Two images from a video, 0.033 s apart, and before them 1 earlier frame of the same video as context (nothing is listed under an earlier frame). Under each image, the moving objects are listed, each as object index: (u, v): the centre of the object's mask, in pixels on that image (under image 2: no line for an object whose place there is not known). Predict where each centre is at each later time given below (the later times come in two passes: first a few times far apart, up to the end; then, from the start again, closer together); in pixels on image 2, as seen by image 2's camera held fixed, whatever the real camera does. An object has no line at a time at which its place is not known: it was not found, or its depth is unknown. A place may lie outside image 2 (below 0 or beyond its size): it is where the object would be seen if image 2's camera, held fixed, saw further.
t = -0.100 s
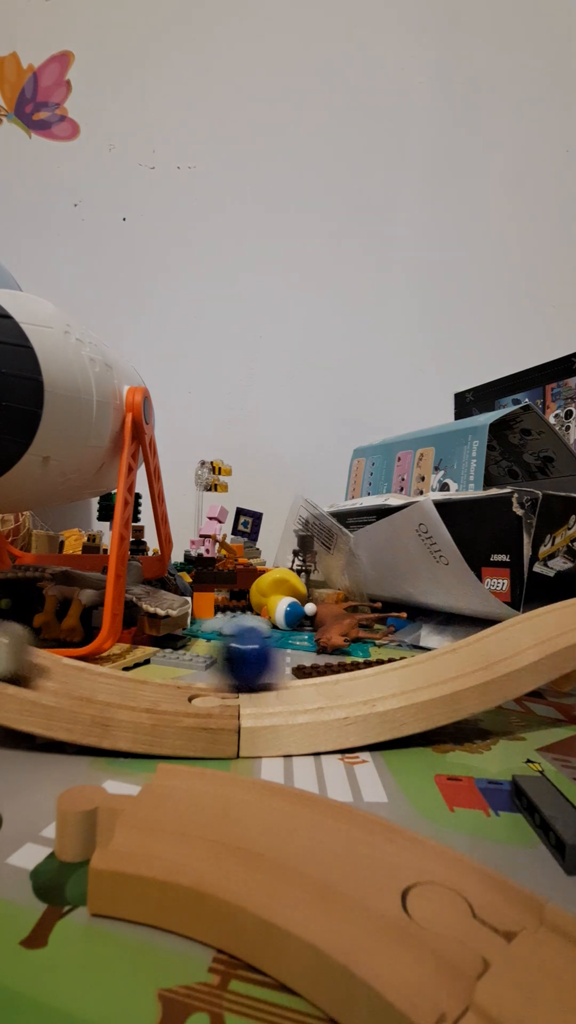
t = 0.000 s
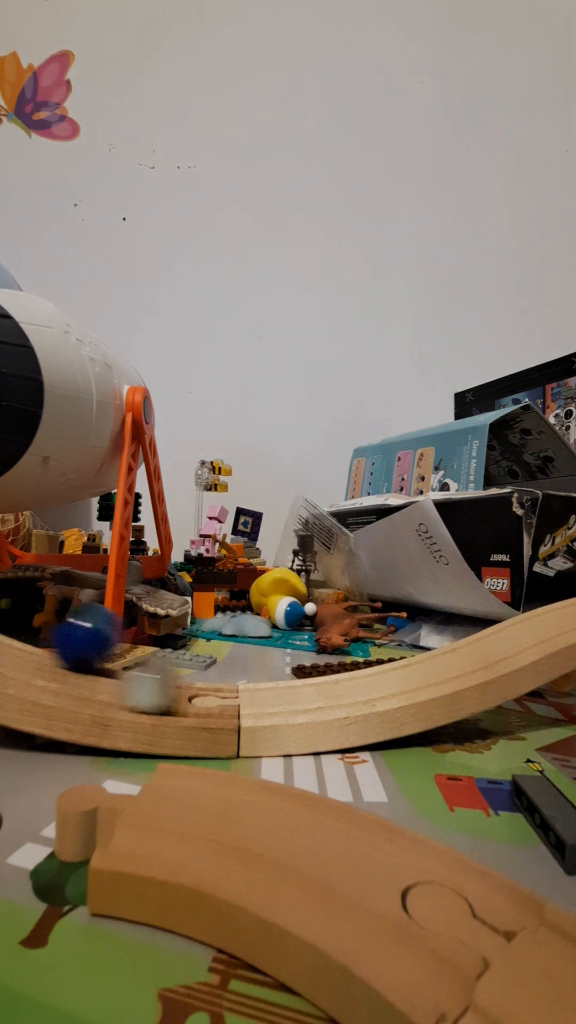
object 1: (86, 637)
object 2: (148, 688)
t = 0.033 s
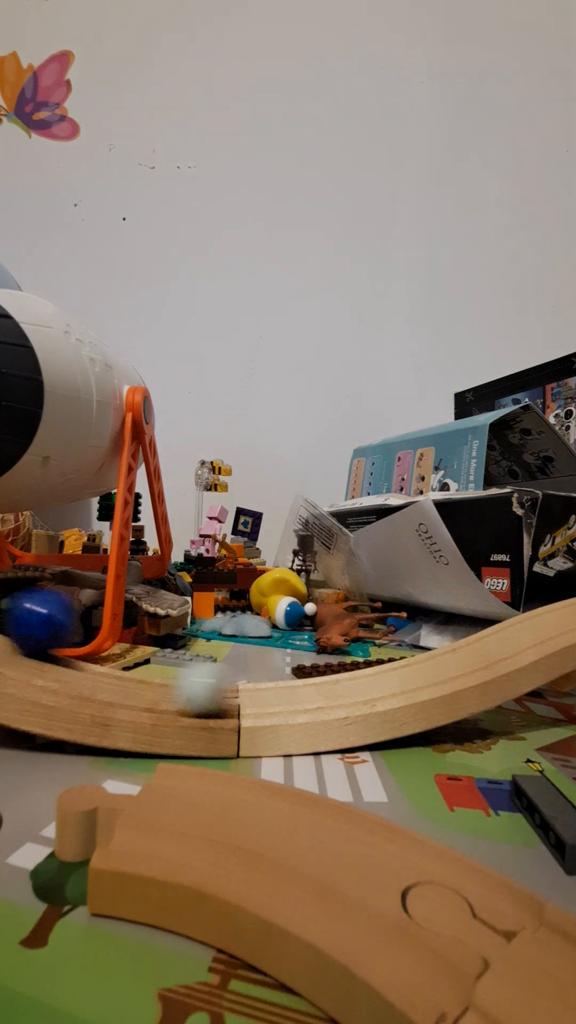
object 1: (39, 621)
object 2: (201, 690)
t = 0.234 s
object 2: (462, 653)
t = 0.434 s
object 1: (115, 643)
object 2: (517, 631)
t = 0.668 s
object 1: (417, 631)
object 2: (288, 689)
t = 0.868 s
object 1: (494, 603)
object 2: (28, 658)
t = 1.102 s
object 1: (320, 655)
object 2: (23, 656)
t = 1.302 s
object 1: (58, 630)
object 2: (243, 689)
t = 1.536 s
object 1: (21, 613)
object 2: (439, 660)
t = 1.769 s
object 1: (249, 659)
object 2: (403, 670)
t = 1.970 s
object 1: (429, 627)
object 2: (200, 690)
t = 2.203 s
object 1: (416, 632)
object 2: (52, 665)
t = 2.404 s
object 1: (213, 658)
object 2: (123, 682)
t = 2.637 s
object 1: (34, 621)
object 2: (317, 686)
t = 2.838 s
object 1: (112, 644)
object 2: (392, 671)
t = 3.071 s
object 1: (336, 650)
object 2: (301, 688)
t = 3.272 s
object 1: (418, 632)
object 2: (160, 687)
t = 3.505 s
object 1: (302, 657)
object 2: (122, 681)
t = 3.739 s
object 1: (106, 641)
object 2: (246, 691)
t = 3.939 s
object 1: (94, 640)
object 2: (331, 684)
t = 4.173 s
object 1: (260, 659)
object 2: (320, 685)
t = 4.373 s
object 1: (374, 644)
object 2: (229, 692)
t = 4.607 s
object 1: (346, 649)
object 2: (165, 687)
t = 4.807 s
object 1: (204, 648)
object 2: (201, 690)
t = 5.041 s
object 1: (115, 645)
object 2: (278, 690)
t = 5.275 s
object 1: (199, 658)
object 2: (296, 688)
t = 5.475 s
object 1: (316, 655)
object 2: (252, 693)
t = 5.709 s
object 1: (346, 649)
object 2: (205, 690)
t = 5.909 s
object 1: (259, 658)
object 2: (221, 691)
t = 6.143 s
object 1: (152, 653)
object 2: (260, 691)
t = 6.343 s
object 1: (168, 655)
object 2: (256, 692)
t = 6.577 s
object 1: (272, 657)
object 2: (227, 692)
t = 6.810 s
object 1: (321, 654)
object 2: (236, 691)
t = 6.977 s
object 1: (299, 656)
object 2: (227, 692)
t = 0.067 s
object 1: (19, 610)
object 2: (259, 694)
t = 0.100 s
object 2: (307, 688)
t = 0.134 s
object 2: (352, 680)
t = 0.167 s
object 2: (398, 671)
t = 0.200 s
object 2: (433, 662)
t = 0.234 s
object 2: (462, 653)
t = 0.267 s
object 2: (487, 644)
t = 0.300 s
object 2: (506, 637)
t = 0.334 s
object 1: (17, 606)
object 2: (519, 631)
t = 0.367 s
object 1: (34, 620)
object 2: (525, 628)
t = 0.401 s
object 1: (73, 635)
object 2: (524, 628)
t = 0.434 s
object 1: (115, 643)
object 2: (517, 631)
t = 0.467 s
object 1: (163, 651)
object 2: (503, 638)
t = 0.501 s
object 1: (211, 656)
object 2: (482, 646)
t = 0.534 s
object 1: (259, 660)
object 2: (455, 656)
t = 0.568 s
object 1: (305, 657)
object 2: (423, 667)
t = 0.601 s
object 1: (343, 646)
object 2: (382, 674)
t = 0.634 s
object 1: (385, 641)
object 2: (337, 683)
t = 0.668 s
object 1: (417, 631)
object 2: (288, 689)
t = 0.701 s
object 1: (445, 623)
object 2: (237, 688)
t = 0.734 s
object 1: (466, 614)
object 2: (185, 690)
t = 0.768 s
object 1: (481, 609)
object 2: (141, 686)
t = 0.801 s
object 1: (490, 605)
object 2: (98, 677)
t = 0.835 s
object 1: (495, 603)
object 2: (58, 665)
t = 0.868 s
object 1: (494, 603)
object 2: (28, 658)
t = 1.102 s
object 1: (320, 655)
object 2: (23, 656)
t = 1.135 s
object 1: (273, 659)
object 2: (47, 664)
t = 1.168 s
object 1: (225, 654)
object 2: (81, 672)
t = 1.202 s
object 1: (178, 652)
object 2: (121, 682)
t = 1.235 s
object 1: (131, 644)
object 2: (156, 688)
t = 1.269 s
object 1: (92, 639)
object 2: (196, 690)
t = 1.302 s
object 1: (58, 630)
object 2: (243, 689)
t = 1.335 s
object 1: (31, 620)
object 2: (279, 689)
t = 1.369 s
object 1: (20, 612)
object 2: (314, 688)
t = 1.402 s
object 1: (15, 606)
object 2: (346, 681)
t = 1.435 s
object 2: (377, 676)
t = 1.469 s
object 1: (12, 601)
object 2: (402, 670)
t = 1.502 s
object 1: (15, 606)
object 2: (423, 666)
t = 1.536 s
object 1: (21, 613)
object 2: (439, 660)
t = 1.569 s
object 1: (32, 620)
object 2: (450, 657)
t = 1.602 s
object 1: (58, 630)
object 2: (456, 655)
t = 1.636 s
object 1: (90, 638)
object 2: (456, 655)
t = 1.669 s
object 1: (126, 647)
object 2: (451, 657)
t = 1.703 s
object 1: (165, 652)
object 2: (439, 661)
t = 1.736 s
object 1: (208, 657)
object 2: (424, 666)
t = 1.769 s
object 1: (249, 659)
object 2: (403, 670)
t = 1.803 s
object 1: (288, 657)
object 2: (378, 675)
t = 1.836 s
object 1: (320, 645)
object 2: (343, 681)
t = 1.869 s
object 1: (356, 647)
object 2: (313, 686)
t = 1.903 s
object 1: (386, 641)
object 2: (276, 690)
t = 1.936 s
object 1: (411, 634)
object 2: (240, 689)
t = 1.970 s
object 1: (429, 627)
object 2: (200, 690)
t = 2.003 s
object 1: (444, 623)
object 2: (171, 688)
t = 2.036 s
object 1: (453, 620)
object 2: (139, 686)
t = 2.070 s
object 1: (456, 618)
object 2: (112, 680)
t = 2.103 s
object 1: (455, 619)
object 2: (89, 674)
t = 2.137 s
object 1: (447, 622)
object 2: (71, 669)
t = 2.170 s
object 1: (434, 627)
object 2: (58, 666)
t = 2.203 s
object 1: (416, 632)
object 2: (52, 665)
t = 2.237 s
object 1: (392, 639)
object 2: (51, 664)
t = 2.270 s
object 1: (363, 646)
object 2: (55, 666)
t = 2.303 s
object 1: (330, 652)
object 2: (66, 668)
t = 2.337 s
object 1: (293, 658)
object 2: (80, 671)
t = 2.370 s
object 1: (254, 659)
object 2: (101, 677)
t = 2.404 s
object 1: (213, 658)
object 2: (123, 682)
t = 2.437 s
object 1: (177, 646)
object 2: (152, 687)
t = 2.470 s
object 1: (137, 648)
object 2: (177, 688)
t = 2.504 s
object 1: (105, 642)
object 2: (209, 691)
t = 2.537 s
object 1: (79, 636)
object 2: (243, 690)
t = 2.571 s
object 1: (57, 629)
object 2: (269, 691)
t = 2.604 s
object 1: (42, 624)
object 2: (294, 689)
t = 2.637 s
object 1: (34, 621)
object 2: (317, 686)
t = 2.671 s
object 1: (33, 620)
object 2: (337, 683)
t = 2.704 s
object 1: (36, 622)
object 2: (356, 679)
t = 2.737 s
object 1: (47, 627)
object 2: (371, 678)
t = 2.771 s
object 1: (65, 632)
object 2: (382, 675)
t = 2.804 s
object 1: (86, 637)
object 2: (390, 672)
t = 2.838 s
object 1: (112, 644)
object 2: (392, 671)
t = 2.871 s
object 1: (141, 650)
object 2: (391, 672)
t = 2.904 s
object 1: (175, 653)
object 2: (386, 674)
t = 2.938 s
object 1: (209, 658)
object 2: (376, 677)
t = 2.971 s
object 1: (244, 659)
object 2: (361, 679)
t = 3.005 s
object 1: (277, 659)
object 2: (343, 682)
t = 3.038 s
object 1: (304, 646)
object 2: (322, 685)
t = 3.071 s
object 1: (336, 650)
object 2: (301, 688)
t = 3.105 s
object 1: (360, 648)
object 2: (276, 690)
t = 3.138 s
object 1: (380, 641)
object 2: (251, 692)
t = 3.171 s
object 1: (397, 638)
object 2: (226, 691)
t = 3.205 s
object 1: (409, 635)
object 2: (200, 690)
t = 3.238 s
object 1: (417, 632)
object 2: (178, 689)
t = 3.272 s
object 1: (418, 632)
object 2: (160, 687)
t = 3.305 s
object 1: (416, 632)
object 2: (142, 686)
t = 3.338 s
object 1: (408, 635)
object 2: (129, 683)
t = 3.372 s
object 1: (395, 639)
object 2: (120, 680)
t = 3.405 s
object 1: (378, 642)
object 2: (114, 679)
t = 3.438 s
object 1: (356, 647)
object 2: (114, 679)
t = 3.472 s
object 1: (330, 653)
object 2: (115, 679)
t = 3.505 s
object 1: (302, 657)
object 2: (122, 681)
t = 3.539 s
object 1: (270, 659)
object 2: (133, 683)
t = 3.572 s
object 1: (236, 657)
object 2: (146, 686)
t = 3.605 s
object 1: (207, 657)
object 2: (161, 687)
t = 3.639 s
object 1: (175, 646)
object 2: (180, 689)
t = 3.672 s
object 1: (147, 650)
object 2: (200, 690)
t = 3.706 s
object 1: (124, 645)
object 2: (223, 691)
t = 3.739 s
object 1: (106, 641)
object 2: (246, 691)
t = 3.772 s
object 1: (90, 639)
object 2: (263, 691)
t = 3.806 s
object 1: (80, 637)
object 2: (280, 690)
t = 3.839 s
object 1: (77, 635)
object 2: (296, 688)
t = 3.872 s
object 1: (77, 635)
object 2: (310, 687)
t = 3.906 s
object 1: (83, 637)
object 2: (322, 685)
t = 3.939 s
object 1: (94, 640)
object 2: (331, 684)
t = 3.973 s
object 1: (110, 643)
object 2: (339, 683)
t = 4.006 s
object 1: (129, 647)
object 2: (342, 682)
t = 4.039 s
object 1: (153, 651)
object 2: (344, 682)
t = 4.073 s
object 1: (179, 656)
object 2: (342, 682)
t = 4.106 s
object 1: (205, 658)
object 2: (338, 683)
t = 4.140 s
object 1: (233, 661)
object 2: (331, 684)
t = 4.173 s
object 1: (260, 659)
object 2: (320, 685)
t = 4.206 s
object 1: (283, 651)
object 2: (308, 687)
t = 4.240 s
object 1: (312, 648)
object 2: (295, 689)
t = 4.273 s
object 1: (331, 653)
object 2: (279, 690)
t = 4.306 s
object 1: (348, 649)
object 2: (262, 693)
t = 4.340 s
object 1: (363, 646)
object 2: (245, 690)
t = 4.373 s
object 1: (374, 644)
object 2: (229, 692)
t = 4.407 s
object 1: (381, 641)
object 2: (214, 691)
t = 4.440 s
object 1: (384, 641)
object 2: (201, 690)
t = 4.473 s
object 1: (384, 641)
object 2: (190, 690)
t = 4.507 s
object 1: (380, 641)
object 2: (180, 690)
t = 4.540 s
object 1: (373, 643)
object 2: (173, 688)
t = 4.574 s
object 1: (361, 646)
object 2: (168, 688)
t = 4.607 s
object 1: (346, 649)
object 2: (165, 687)
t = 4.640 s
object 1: (327, 653)
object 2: (165, 687)
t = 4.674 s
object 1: (305, 655)
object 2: (168, 688)
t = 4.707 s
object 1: (280, 659)
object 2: (172, 688)
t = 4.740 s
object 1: (253, 659)
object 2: (180, 689)
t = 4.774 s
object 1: (229, 657)
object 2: (189, 689)
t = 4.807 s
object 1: (204, 648)
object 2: (201, 690)
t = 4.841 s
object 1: (179, 655)
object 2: (212, 691)
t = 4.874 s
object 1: (160, 653)
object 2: (225, 692)
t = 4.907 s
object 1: (143, 648)
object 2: (239, 691)
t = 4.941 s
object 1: (129, 647)
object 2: (250, 691)
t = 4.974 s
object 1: (121, 646)
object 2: (261, 690)
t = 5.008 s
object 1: (116, 644)
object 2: (270, 691)
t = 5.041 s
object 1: (115, 645)
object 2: (278, 690)
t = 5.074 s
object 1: (116, 644)
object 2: (285, 689)
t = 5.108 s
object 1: (121, 646)
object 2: (292, 688)
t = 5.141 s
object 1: (129, 648)
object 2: (296, 688)
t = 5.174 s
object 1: (143, 650)
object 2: (299, 688)
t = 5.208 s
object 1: (159, 653)
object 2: (300, 687)
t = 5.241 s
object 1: (179, 656)
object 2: (299, 687)
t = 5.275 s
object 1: (199, 658)
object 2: (296, 688)
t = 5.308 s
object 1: (221, 660)
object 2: (291, 688)
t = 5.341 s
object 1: (242, 659)
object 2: (285, 689)
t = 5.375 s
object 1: (260, 650)
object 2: (278, 689)
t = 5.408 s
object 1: (284, 649)
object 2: (270, 689)
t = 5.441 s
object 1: (301, 655)
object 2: (262, 691)
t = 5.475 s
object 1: (316, 655)
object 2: (252, 693)
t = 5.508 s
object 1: (329, 653)
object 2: (241, 690)
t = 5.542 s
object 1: (339, 651)
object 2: (233, 692)
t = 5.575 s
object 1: (347, 649)
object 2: (225, 692)
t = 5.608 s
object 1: (351, 649)
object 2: (219, 691)
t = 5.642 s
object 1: (353, 648)
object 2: (213, 691)
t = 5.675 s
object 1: (351, 649)
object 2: (208, 691)
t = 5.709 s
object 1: (346, 649)
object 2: (205, 690)
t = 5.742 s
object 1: (338, 652)
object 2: (204, 690)
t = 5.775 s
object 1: (327, 653)
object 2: (204, 691)
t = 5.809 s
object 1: (313, 655)
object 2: (206, 690)
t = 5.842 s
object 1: (296, 656)
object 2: (210, 691)
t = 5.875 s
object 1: (278, 659)
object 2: (215, 690)
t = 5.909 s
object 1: (259, 658)
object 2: (221, 691)
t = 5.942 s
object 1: (240, 650)
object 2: (227, 691)
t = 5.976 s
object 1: (217, 652)
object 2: (235, 691)
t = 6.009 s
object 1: (201, 658)
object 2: (240, 690)
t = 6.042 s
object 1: (186, 657)
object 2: (245, 691)
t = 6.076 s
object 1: (173, 656)
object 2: (251, 691)
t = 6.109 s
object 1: (160, 654)
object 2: (256, 692)
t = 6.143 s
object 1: (152, 653)
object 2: (260, 691)
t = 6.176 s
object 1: (146, 652)
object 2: (263, 691)
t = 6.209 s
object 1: (145, 651)
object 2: (264, 690)
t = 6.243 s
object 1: (146, 652)
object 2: (264, 690)
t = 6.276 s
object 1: (150, 652)
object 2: (263, 691)
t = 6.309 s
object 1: (158, 654)
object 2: (260, 690)
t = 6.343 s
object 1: (168, 655)
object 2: (256, 692)
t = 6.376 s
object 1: (181, 657)
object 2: (251, 692)
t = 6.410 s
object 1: (195, 658)
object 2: (247, 692)
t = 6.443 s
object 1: (208, 656)
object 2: (241, 691)
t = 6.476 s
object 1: (224, 652)
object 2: (239, 691)
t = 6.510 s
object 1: (245, 650)
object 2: (236, 691)
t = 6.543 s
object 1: (261, 654)
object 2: (231, 692)
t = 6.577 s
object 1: (272, 657)
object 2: (227, 692)
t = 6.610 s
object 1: (286, 658)
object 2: (225, 692)
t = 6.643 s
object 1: (297, 657)
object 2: (224, 692)
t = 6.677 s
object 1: (306, 655)
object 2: (224, 692)
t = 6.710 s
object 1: (312, 654)
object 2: (226, 691)
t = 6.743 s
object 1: (317, 654)
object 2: (229, 692)
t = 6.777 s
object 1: (320, 654)
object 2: (234, 692)
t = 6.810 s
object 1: (321, 654)
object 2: (236, 691)
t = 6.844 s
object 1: (321, 654)
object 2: (236, 692)
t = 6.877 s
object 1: (318, 654)
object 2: (234, 692)
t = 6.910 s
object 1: (314, 655)
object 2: (231, 692)
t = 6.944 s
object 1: (307, 655)
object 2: (228, 692)
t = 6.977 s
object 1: (299, 656)
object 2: (227, 692)
